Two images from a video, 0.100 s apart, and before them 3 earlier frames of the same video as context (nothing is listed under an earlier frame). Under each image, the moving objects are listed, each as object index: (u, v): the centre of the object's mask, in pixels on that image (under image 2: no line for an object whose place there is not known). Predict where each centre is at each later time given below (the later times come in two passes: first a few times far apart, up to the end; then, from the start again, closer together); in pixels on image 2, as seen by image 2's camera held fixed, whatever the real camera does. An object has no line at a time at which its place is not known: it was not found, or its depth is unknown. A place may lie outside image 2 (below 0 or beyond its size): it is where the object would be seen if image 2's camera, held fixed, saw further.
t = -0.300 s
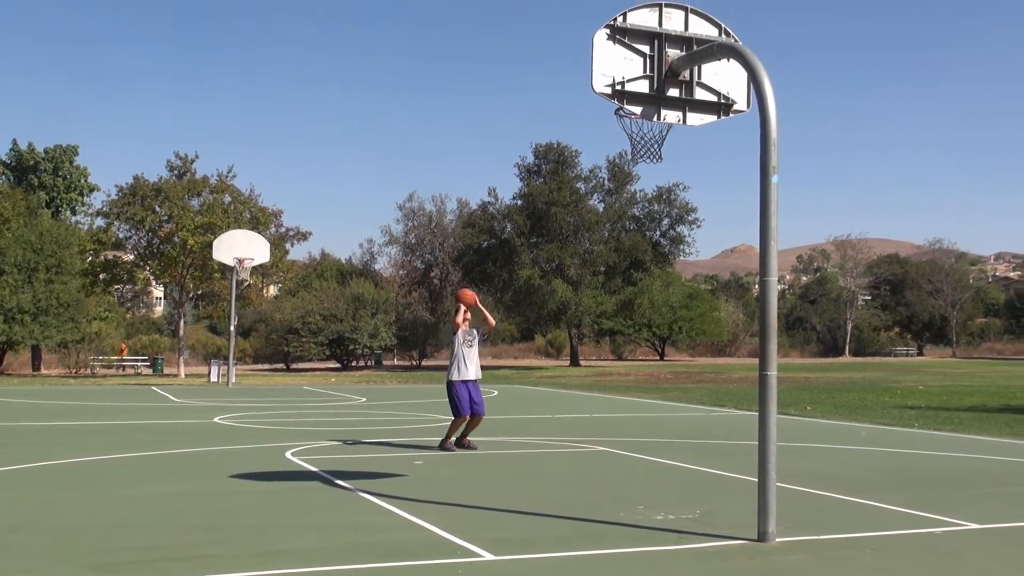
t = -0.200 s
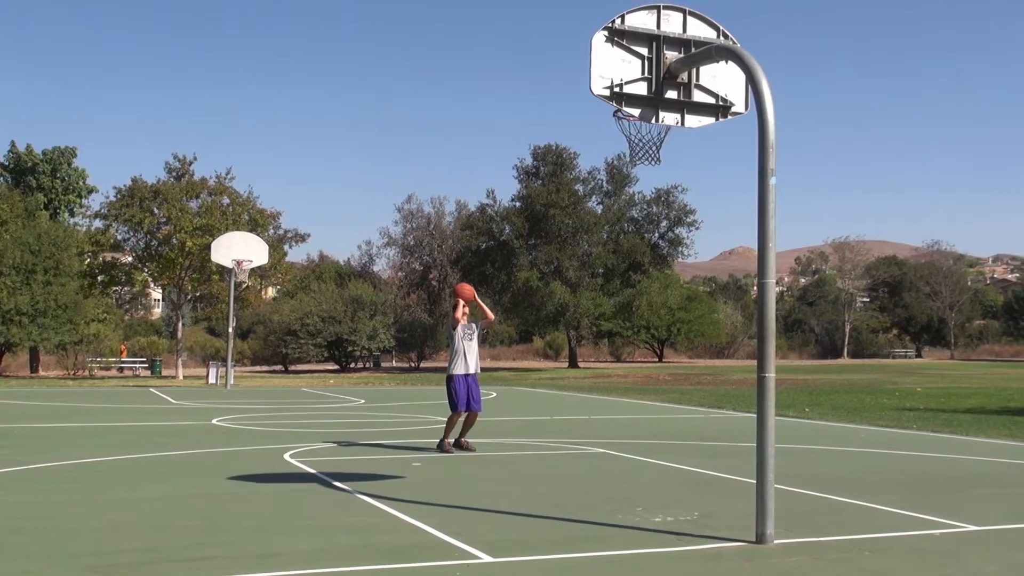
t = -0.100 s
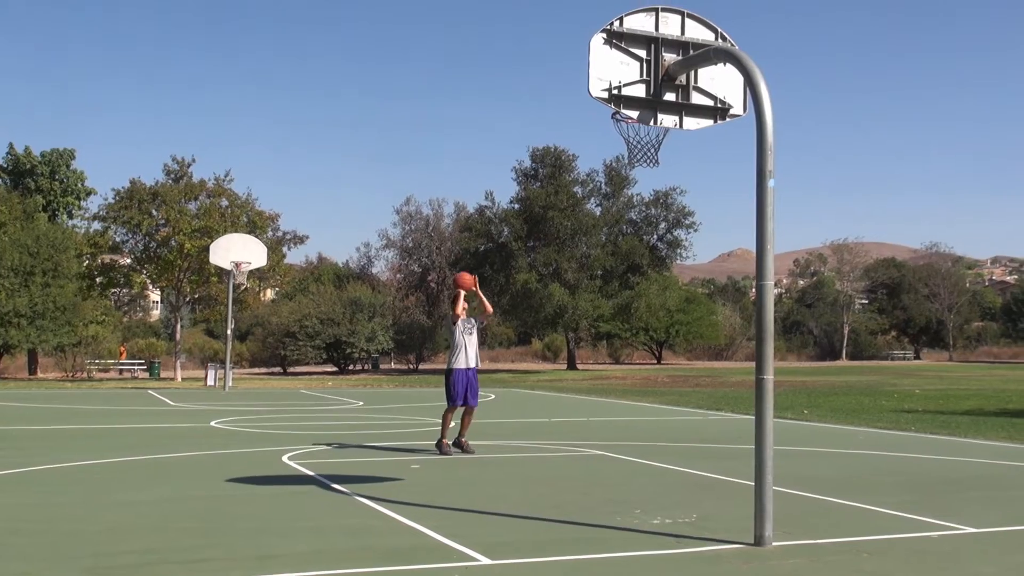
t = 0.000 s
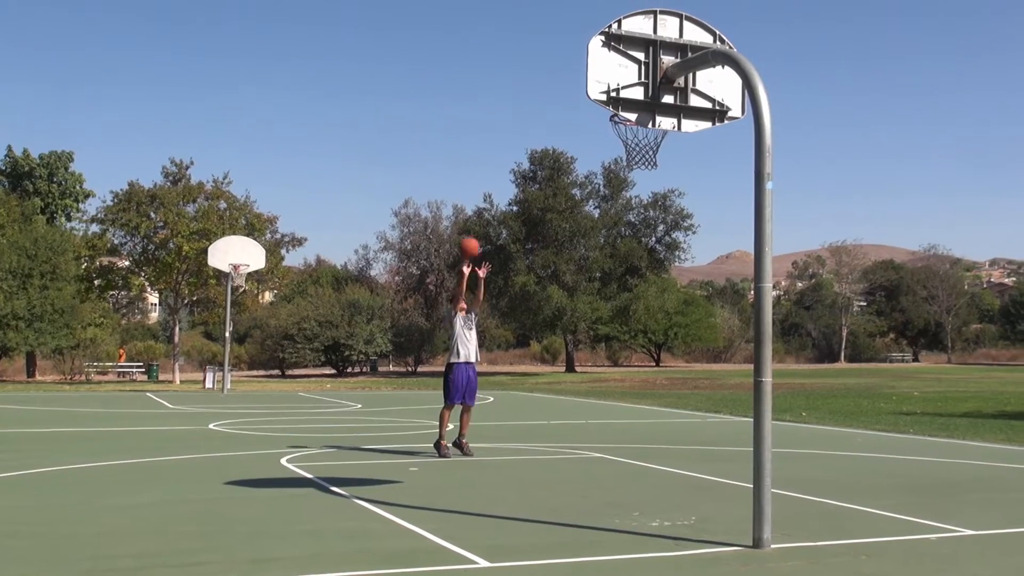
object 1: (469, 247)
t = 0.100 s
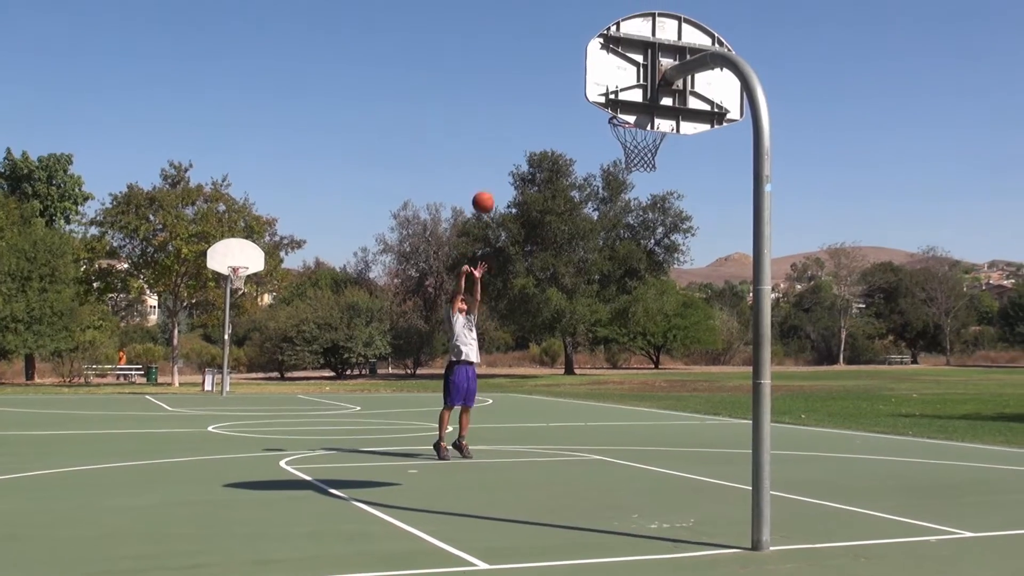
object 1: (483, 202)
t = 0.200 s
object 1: (499, 160)
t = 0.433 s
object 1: (540, 90)
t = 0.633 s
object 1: (577, 66)
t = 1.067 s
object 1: (626, 133)
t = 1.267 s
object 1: (637, 150)
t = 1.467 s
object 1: (656, 166)
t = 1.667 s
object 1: (660, 220)
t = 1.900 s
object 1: (665, 356)
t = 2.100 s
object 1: (667, 502)
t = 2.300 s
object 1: (657, 375)
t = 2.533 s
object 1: (645, 294)
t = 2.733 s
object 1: (634, 285)
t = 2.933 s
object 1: (622, 336)
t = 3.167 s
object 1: (607, 479)
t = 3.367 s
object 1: (598, 458)
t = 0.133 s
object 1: (488, 188)
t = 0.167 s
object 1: (493, 174)
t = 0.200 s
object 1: (499, 160)
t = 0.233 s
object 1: (505, 148)
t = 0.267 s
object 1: (510, 136)
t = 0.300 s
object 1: (516, 125)
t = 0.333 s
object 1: (522, 115)
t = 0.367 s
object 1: (528, 106)
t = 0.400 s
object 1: (534, 97)
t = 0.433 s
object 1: (540, 90)
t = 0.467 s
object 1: (546, 83)
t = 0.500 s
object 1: (553, 78)
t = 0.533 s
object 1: (559, 73)
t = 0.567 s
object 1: (566, 69)
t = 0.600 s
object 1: (573, 67)
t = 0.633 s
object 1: (577, 66)
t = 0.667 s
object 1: (580, 65)
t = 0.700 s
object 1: (583, 66)
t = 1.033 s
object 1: (633, 132)
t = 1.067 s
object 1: (626, 133)
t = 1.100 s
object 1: (621, 134)
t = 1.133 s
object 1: (620, 136)
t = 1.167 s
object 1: (623, 140)
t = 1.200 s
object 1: (627, 144)
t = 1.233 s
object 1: (631, 148)
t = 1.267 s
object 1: (637, 150)
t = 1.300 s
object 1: (642, 153)
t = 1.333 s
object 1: (647, 155)
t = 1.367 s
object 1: (652, 157)
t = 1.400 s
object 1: (654, 159)
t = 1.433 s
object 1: (655, 162)
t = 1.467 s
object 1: (656, 166)
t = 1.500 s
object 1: (656, 171)
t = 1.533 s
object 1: (657, 178)
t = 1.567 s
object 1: (658, 186)
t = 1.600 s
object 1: (659, 196)
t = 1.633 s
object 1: (660, 207)
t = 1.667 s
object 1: (660, 220)
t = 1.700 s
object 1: (660, 234)
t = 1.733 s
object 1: (662, 251)
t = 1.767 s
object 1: (662, 267)
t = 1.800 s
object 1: (663, 287)
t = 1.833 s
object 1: (663, 308)
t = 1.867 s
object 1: (664, 332)
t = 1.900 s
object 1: (665, 356)
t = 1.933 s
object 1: (666, 383)
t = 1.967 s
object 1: (666, 411)
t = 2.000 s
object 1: (667, 441)
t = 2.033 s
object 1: (667, 473)
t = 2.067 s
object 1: (668, 507)
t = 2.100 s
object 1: (667, 502)
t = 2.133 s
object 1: (665, 478)
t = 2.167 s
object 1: (663, 454)
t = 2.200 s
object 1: (662, 433)
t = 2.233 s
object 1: (661, 412)
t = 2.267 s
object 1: (659, 393)
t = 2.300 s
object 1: (657, 375)
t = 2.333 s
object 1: (655, 359)
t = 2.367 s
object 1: (654, 345)
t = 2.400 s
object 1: (652, 333)
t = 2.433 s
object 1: (647, 320)
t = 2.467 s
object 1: (648, 310)
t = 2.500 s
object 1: (647, 301)
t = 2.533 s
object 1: (645, 294)
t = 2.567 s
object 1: (643, 289)
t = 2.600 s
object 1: (641, 285)
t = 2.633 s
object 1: (640, 283)
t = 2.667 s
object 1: (638, 282)
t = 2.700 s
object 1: (635, 283)
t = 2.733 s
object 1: (634, 285)
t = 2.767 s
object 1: (632, 289)
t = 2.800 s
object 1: (630, 295)
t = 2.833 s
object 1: (628, 303)
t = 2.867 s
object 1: (626, 312)
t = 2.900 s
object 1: (624, 323)
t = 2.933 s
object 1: (622, 336)
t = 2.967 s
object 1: (619, 350)
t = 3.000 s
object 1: (617, 367)
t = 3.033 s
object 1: (615, 386)
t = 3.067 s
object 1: (614, 406)
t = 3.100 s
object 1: (611, 428)
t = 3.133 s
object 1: (609, 452)
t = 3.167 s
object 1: (607, 479)
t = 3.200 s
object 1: (605, 507)
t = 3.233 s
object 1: (603, 536)
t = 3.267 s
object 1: (602, 517)
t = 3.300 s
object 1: (601, 496)
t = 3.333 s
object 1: (600, 477)
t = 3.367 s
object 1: (598, 458)
